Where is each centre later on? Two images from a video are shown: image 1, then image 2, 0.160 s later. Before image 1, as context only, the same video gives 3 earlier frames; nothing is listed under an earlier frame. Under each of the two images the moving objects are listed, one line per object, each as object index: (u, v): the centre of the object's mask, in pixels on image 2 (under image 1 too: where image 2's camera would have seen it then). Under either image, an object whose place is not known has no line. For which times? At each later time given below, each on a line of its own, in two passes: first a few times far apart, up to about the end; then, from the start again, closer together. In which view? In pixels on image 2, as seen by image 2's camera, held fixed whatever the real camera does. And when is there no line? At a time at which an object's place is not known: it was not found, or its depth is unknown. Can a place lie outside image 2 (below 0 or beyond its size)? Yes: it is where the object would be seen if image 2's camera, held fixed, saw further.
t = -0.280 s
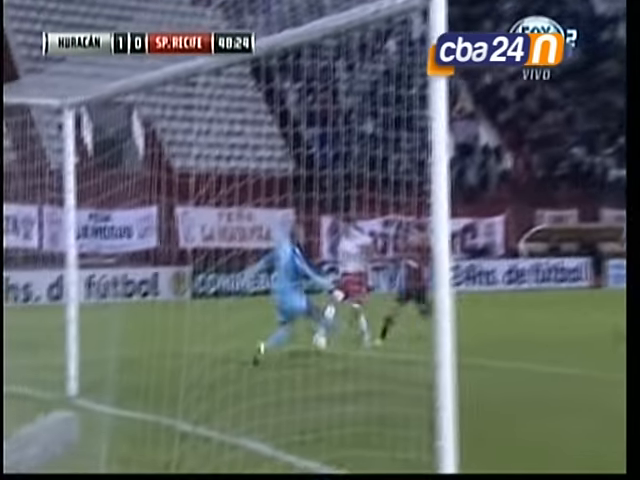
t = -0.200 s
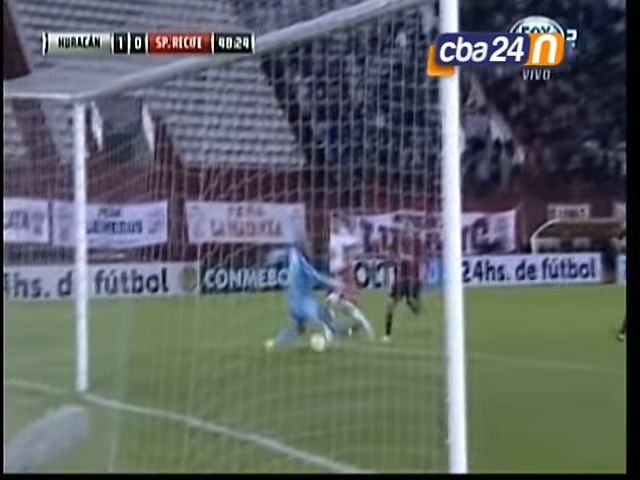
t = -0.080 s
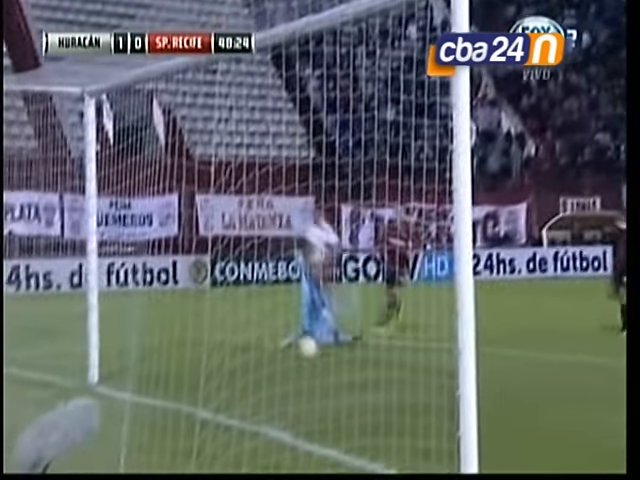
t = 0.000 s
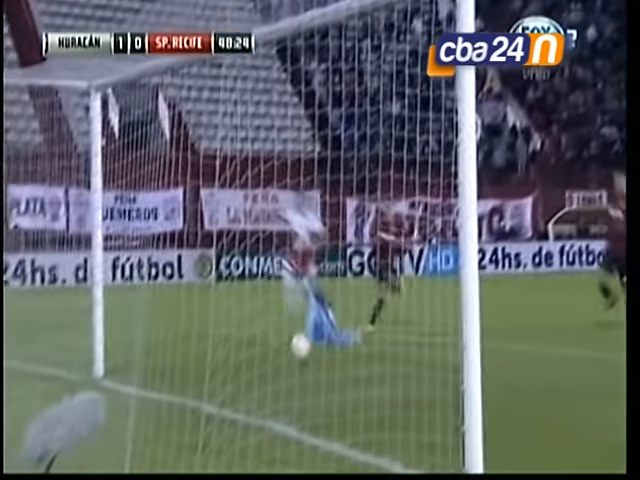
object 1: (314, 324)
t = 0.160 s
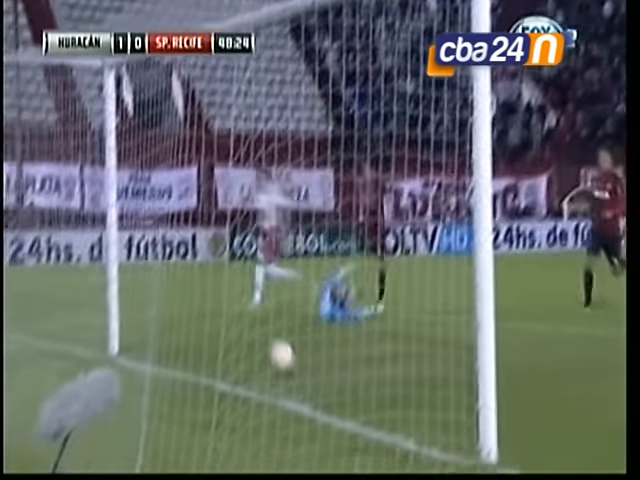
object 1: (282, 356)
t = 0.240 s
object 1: (265, 360)
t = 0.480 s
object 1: (192, 460)
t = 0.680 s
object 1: (194, 467)
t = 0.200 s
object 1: (275, 356)
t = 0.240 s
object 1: (265, 360)
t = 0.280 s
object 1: (255, 367)
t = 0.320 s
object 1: (245, 377)
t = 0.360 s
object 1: (232, 394)
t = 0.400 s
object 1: (221, 416)
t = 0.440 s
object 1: (204, 449)
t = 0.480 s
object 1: (192, 460)
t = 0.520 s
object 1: (179, 466)
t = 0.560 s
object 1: (162, 478)
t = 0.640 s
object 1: (181, 472)
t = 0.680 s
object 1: (194, 467)
